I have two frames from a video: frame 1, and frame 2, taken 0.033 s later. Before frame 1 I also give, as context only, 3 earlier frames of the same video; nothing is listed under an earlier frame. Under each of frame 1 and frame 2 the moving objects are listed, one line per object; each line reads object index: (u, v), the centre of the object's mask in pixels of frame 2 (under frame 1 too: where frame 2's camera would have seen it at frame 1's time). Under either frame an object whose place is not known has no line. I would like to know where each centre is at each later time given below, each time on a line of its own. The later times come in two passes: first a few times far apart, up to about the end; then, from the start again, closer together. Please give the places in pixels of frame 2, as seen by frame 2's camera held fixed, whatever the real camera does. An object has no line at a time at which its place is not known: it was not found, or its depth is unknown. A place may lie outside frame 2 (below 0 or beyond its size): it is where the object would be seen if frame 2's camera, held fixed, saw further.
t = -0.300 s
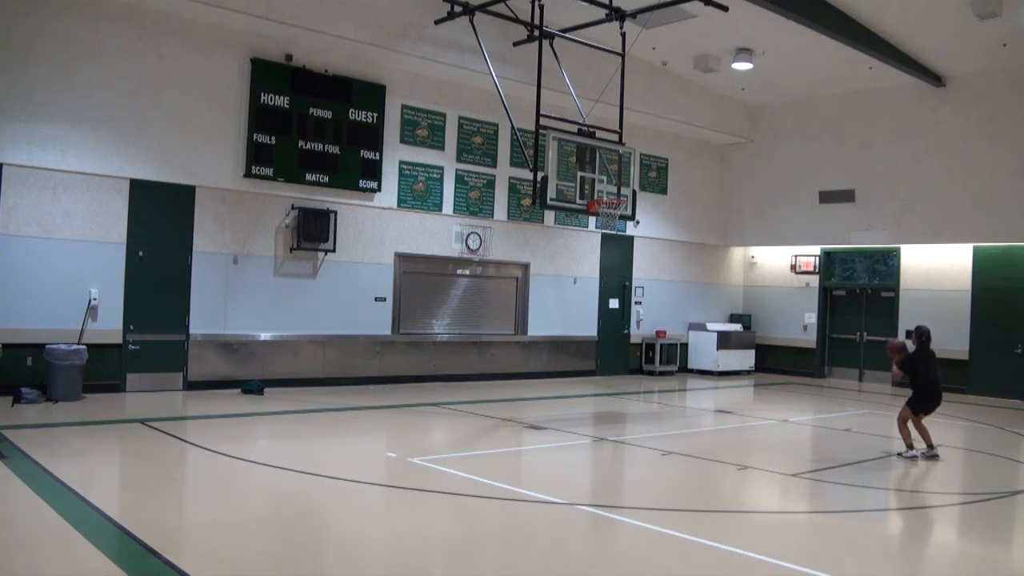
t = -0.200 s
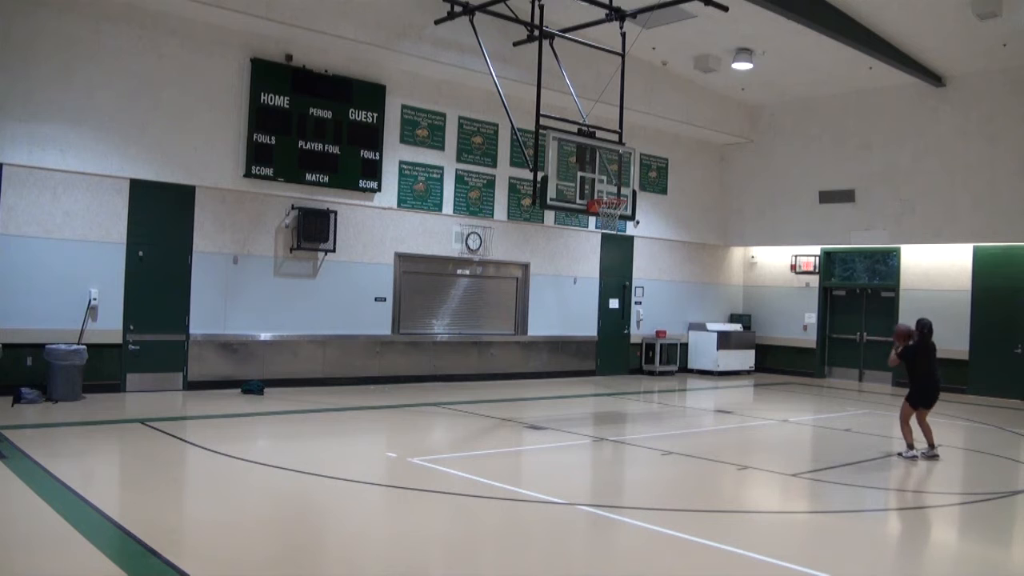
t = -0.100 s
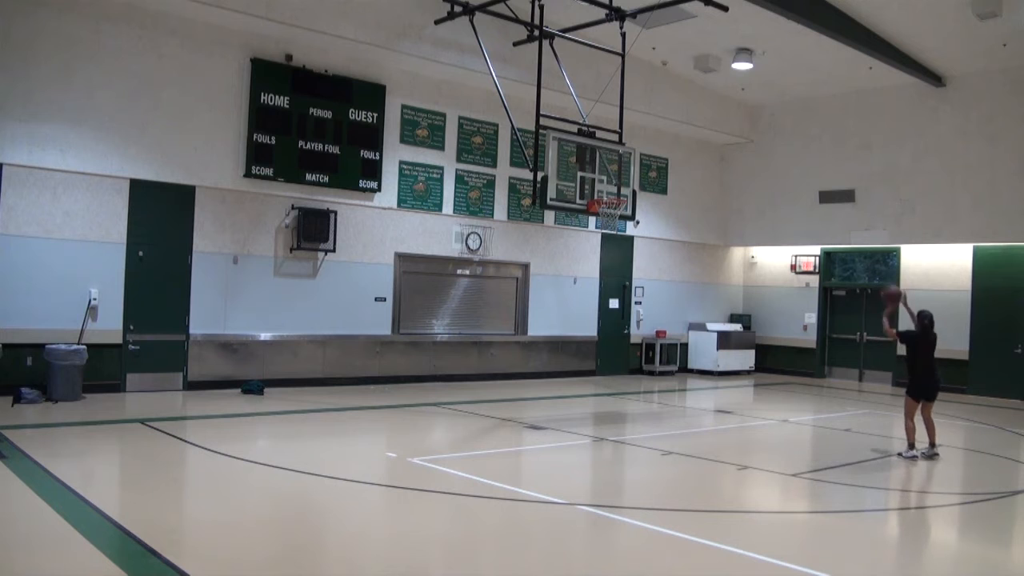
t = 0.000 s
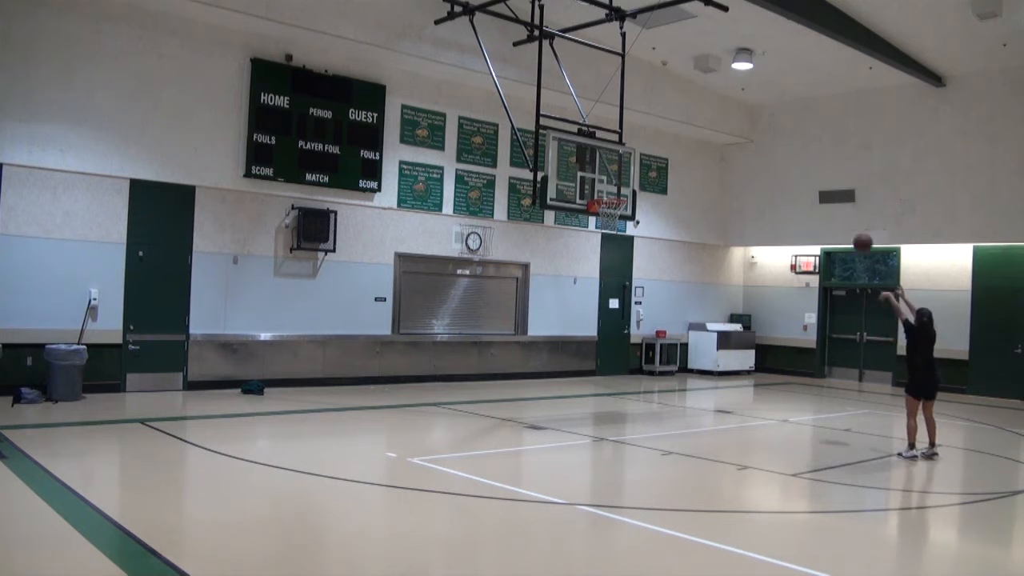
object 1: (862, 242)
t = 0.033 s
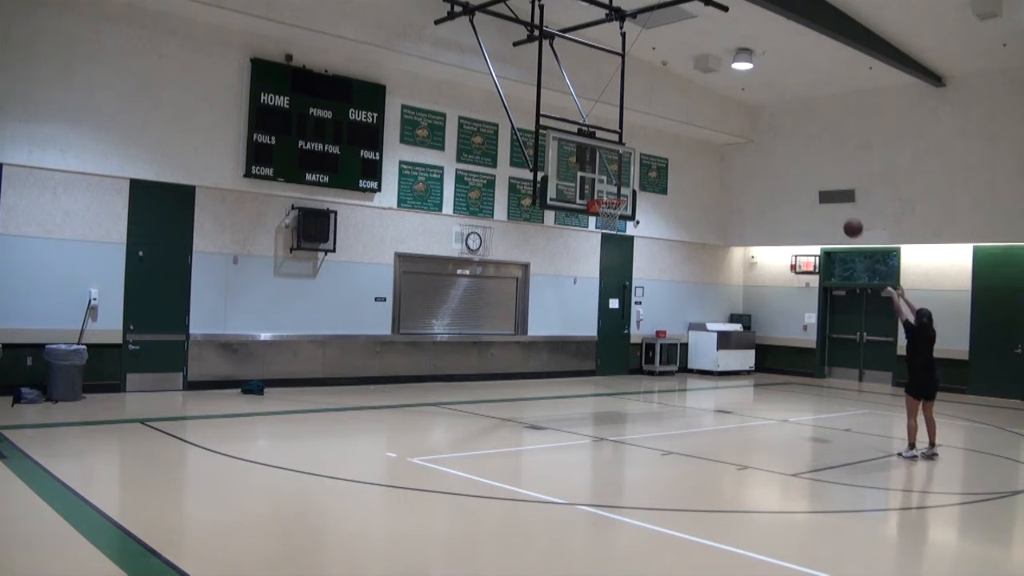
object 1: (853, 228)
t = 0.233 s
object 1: (796, 161)
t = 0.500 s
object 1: (727, 126)
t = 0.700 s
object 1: (678, 137)
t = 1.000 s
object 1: (612, 200)
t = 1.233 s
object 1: (599, 225)
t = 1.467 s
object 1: (599, 268)
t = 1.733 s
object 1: (598, 361)
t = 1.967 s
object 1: (609, 357)
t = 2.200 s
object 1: (632, 310)
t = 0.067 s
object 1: (843, 214)
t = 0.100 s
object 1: (834, 201)
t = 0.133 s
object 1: (824, 188)
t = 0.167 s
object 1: (815, 179)
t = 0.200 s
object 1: (806, 170)
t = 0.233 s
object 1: (796, 161)
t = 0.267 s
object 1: (787, 153)
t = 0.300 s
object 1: (778, 147)
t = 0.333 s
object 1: (769, 141)
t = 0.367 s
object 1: (760, 137)
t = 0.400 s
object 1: (752, 133)
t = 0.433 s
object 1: (744, 129)
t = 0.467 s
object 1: (735, 128)
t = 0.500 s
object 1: (727, 126)
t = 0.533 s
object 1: (718, 126)
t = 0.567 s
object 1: (710, 126)
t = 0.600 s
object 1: (702, 128)
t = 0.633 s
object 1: (694, 130)
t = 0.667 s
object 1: (686, 133)
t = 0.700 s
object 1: (678, 137)
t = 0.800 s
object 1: (655, 152)
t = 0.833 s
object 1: (647, 158)
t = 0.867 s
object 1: (640, 166)
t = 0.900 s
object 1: (632, 173)
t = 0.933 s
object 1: (625, 182)
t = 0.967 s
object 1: (617, 192)
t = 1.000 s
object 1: (612, 200)
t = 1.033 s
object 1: (602, 208)
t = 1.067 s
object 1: (599, 215)
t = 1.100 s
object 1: (599, 217)
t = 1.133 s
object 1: (599, 218)
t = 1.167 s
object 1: (599, 219)
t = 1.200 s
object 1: (599, 221)
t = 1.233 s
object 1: (599, 225)
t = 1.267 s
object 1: (600, 229)
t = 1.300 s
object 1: (599, 233)
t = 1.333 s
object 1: (599, 239)
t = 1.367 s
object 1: (599, 245)
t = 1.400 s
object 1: (600, 252)
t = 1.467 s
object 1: (599, 268)
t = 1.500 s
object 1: (599, 277)
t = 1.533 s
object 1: (598, 287)
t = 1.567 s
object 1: (599, 298)
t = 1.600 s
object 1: (597, 309)
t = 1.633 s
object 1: (598, 321)
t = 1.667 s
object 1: (598, 333)
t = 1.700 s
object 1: (598, 346)
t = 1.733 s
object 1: (598, 361)
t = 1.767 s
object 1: (597, 374)
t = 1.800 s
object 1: (596, 390)
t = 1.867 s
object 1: (599, 389)
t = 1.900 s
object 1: (603, 377)
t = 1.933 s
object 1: (606, 367)
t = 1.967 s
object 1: (609, 357)
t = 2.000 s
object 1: (613, 349)
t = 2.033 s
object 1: (616, 341)
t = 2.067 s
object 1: (619, 332)
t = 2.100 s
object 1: (622, 326)
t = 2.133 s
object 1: (625, 320)
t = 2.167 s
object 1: (629, 314)
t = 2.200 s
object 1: (632, 310)
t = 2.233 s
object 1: (634, 305)
